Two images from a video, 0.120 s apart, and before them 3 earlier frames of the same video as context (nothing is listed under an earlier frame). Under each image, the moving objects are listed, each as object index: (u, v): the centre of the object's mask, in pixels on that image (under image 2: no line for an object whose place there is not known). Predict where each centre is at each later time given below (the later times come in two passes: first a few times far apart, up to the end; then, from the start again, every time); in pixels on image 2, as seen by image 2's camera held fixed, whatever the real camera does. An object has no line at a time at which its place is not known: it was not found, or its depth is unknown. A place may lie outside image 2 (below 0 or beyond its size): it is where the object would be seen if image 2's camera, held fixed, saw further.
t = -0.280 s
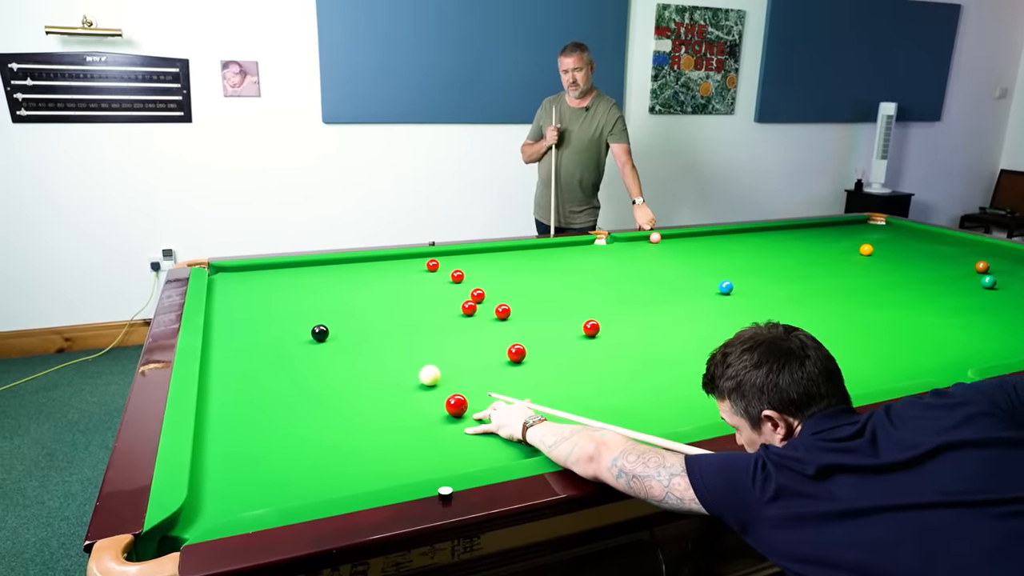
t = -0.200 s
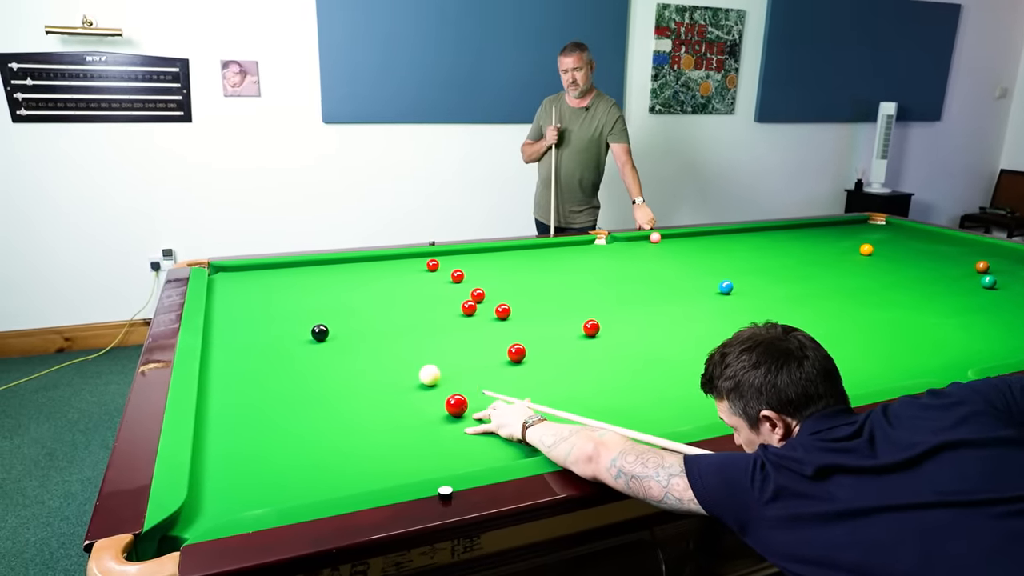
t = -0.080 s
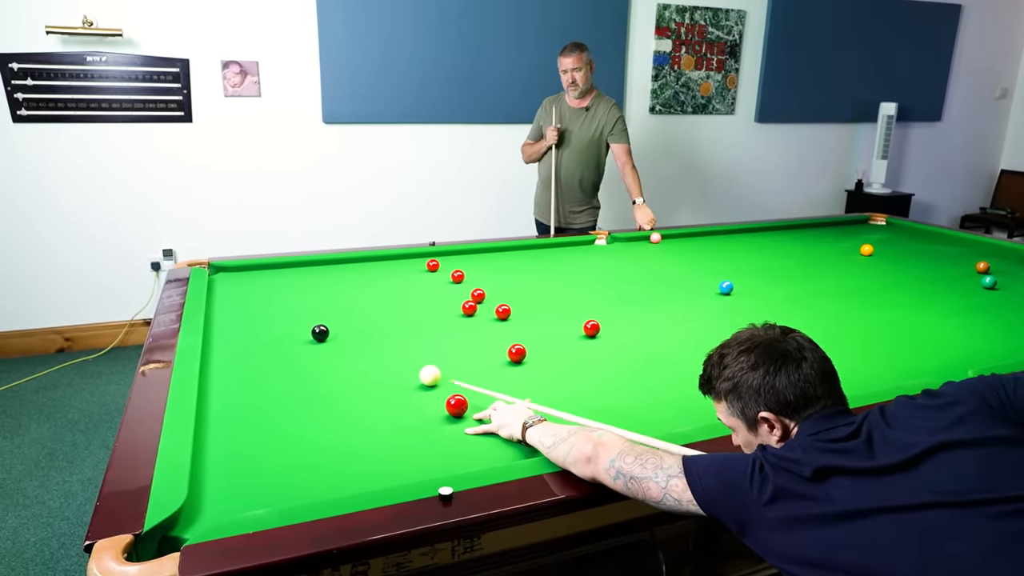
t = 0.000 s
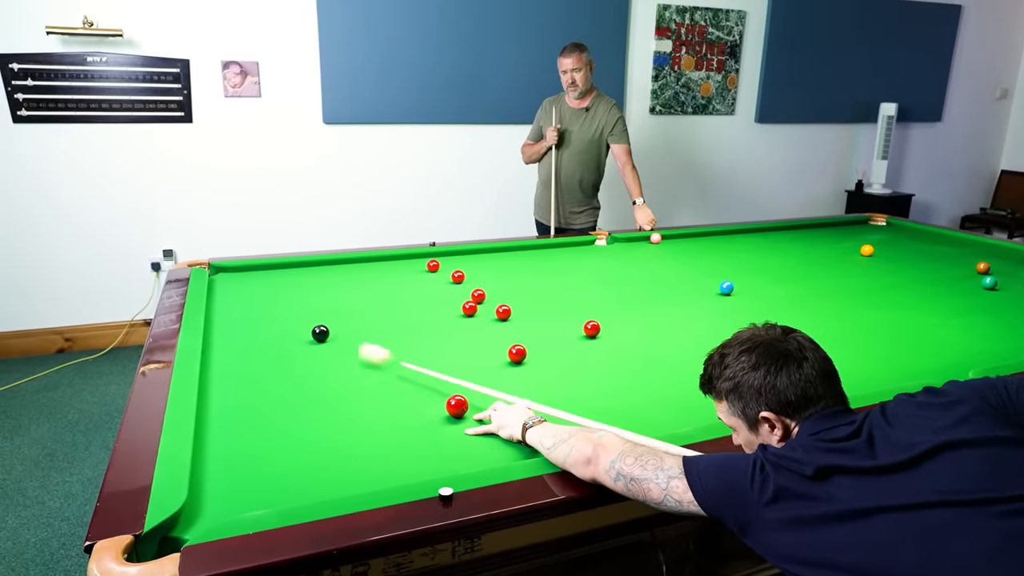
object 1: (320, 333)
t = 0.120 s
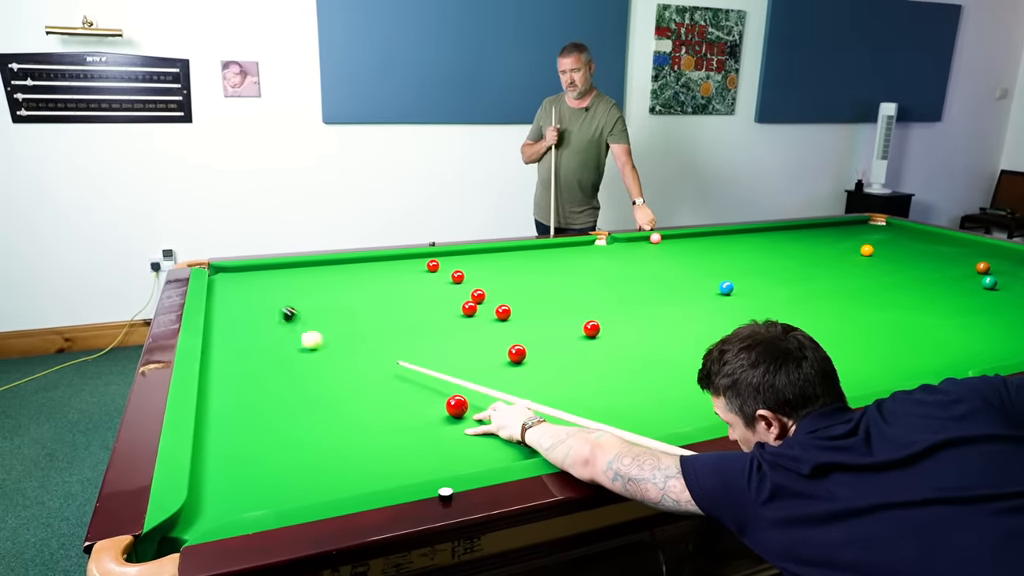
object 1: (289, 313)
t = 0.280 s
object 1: (233, 279)
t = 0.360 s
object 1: (213, 269)
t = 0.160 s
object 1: (273, 304)
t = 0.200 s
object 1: (258, 295)
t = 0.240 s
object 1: (244, 287)
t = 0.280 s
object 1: (233, 279)
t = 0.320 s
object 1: (221, 273)
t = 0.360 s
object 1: (213, 269)
